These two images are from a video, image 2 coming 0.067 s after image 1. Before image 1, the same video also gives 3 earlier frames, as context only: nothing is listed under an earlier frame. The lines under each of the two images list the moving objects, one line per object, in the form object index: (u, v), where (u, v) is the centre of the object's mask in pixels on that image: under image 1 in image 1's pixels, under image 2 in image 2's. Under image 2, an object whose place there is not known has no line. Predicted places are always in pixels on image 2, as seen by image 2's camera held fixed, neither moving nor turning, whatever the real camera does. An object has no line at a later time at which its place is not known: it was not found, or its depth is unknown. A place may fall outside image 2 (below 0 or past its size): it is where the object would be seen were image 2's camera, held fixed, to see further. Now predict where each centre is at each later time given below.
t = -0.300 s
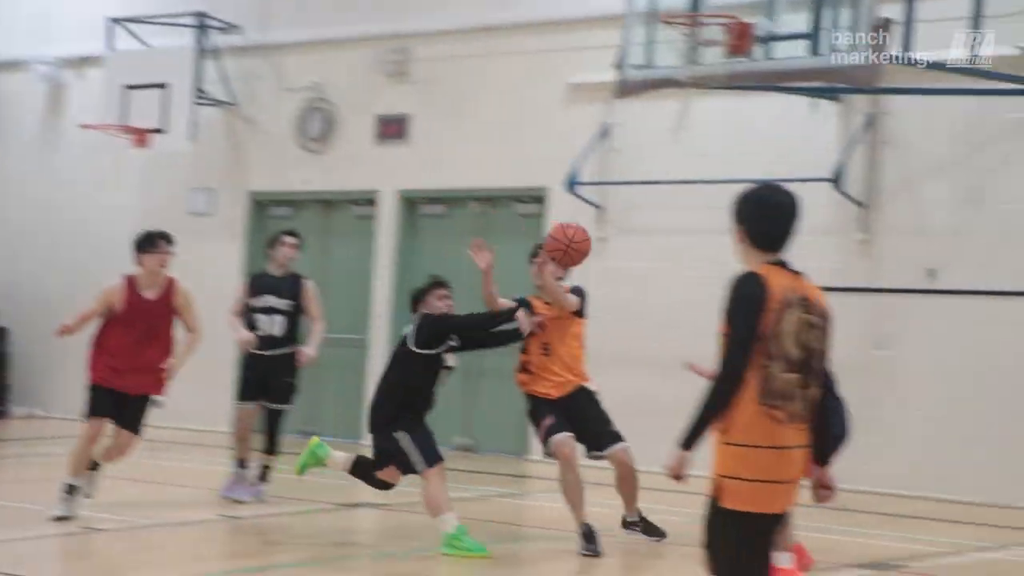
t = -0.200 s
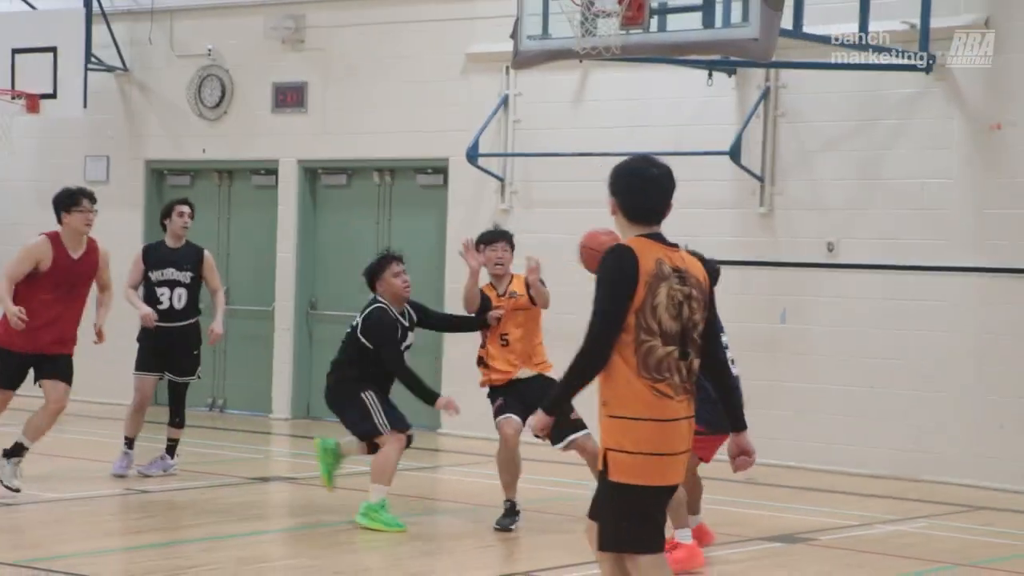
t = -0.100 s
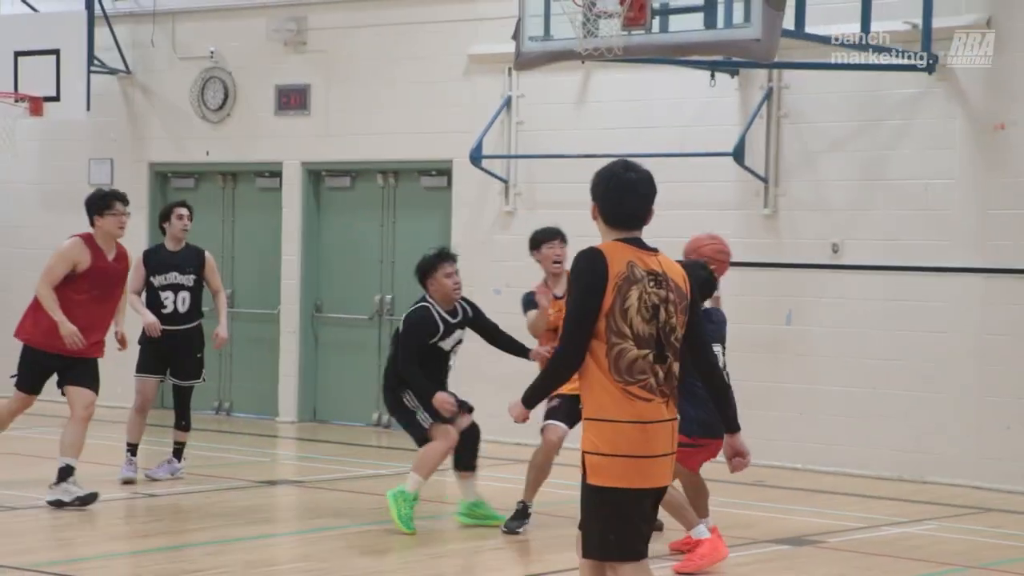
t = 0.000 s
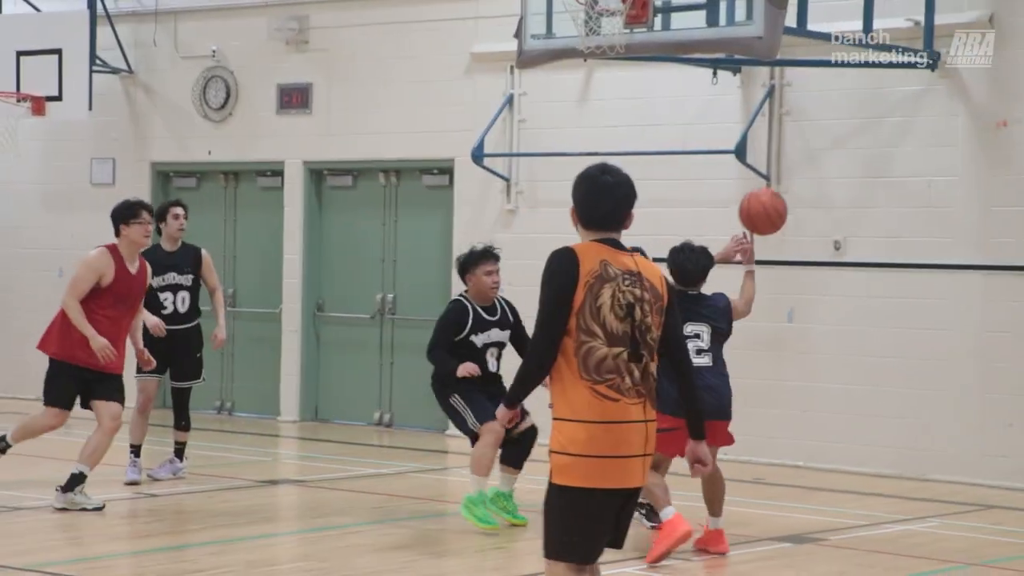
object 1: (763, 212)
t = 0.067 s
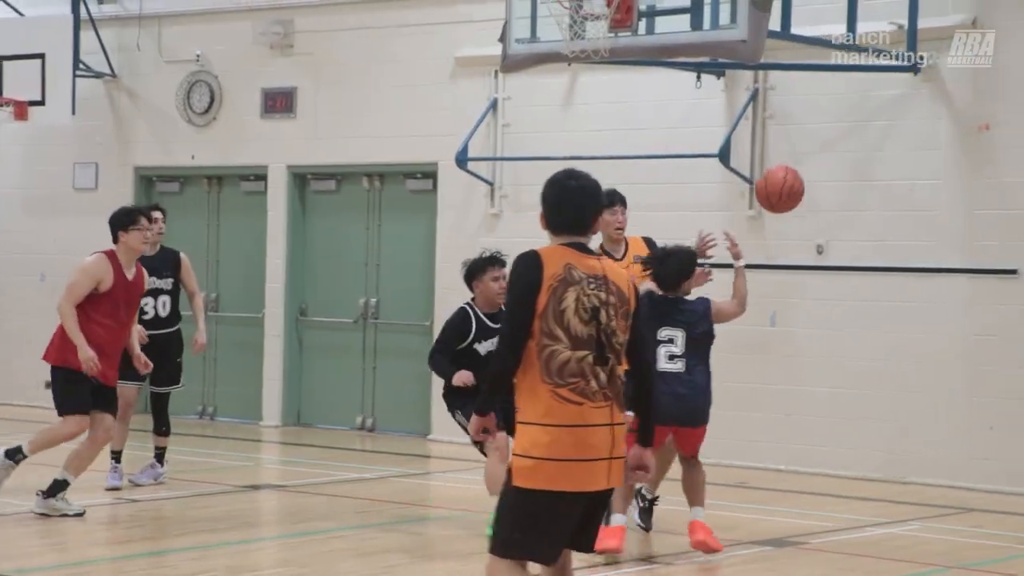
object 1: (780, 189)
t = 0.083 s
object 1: (787, 184)
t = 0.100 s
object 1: (796, 179)
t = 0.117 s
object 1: (805, 175)
